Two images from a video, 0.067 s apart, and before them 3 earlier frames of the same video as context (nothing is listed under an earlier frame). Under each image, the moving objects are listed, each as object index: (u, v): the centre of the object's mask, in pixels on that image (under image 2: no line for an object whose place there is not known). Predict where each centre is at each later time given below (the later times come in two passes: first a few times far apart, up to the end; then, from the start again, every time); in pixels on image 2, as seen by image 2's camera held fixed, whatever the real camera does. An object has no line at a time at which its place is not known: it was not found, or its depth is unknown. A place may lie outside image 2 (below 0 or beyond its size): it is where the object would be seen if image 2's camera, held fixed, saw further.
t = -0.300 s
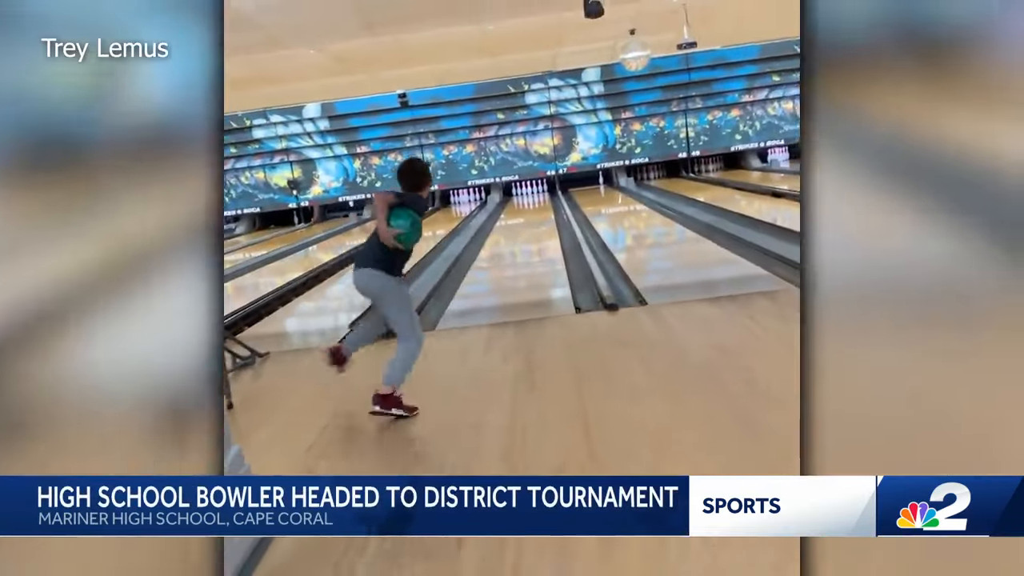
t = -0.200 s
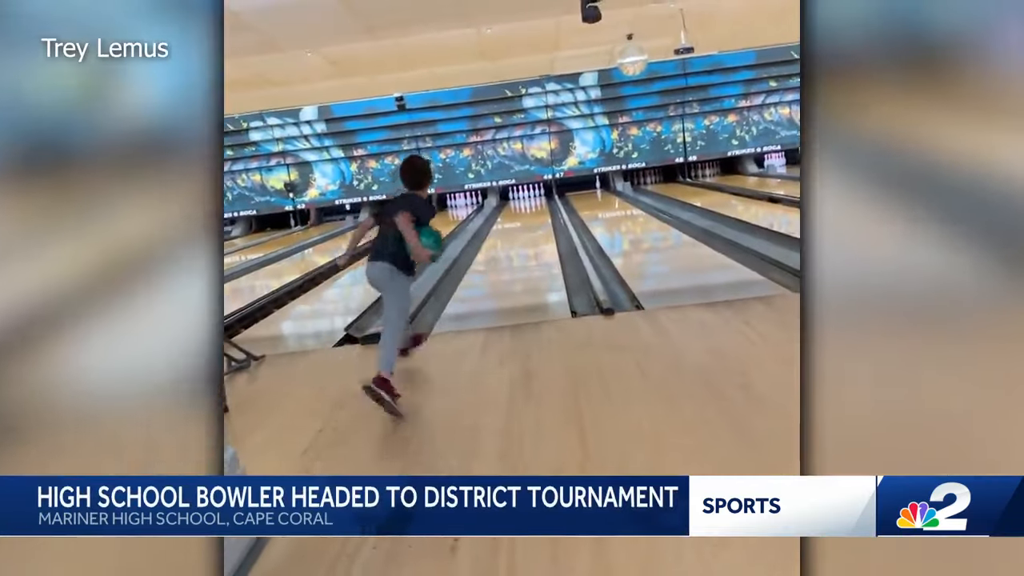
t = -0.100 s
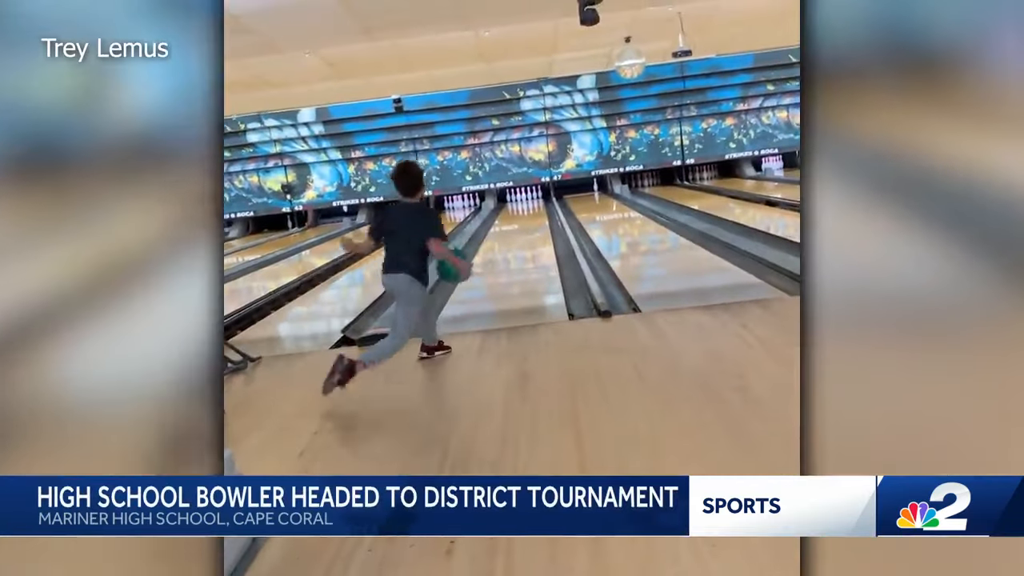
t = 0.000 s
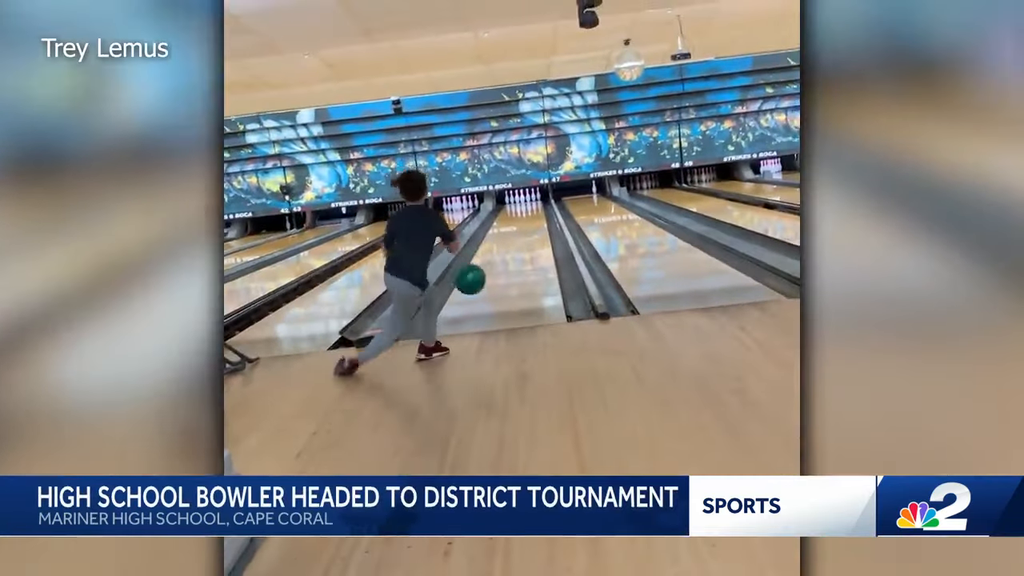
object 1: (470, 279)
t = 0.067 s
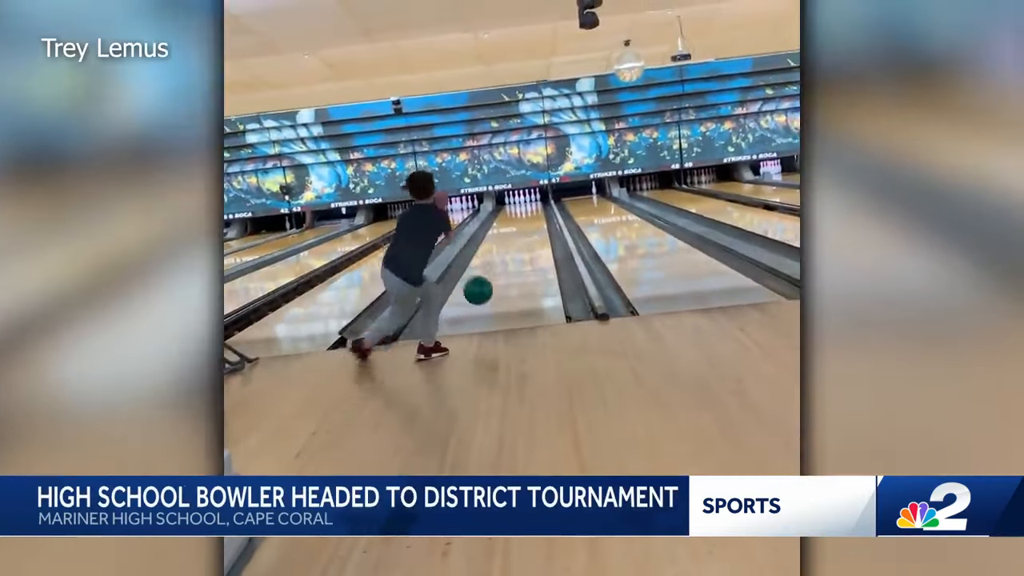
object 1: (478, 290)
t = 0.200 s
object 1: (489, 295)
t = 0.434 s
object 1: (501, 276)
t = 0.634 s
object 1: (508, 262)
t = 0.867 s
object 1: (514, 249)
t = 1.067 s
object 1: (517, 241)
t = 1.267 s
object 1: (519, 233)
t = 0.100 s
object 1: (482, 298)
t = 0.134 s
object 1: (486, 306)
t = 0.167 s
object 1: (488, 301)
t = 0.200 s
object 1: (489, 295)
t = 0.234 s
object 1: (491, 289)
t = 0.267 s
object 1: (493, 285)
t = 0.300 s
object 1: (495, 283)
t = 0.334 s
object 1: (497, 282)
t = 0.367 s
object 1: (499, 283)
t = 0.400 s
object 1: (500, 279)
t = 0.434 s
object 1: (501, 276)
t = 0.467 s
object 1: (502, 274)
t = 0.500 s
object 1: (503, 271)
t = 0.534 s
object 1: (505, 269)
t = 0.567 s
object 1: (506, 266)
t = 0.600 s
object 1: (507, 264)
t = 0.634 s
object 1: (508, 262)
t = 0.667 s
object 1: (509, 260)
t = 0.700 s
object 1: (510, 258)
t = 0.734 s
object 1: (511, 256)
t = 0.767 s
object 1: (511, 255)
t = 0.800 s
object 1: (512, 253)
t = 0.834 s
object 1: (513, 251)
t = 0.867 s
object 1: (514, 249)
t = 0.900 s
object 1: (519, 246)
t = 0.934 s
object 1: (514, 248)
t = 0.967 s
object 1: (515, 246)
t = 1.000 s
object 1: (516, 244)
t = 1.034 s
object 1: (517, 242)
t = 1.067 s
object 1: (517, 241)
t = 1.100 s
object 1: (517, 239)
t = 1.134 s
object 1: (518, 238)
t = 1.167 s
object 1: (518, 236)
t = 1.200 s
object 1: (518, 235)
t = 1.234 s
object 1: (518, 234)
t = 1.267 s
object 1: (519, 233)
